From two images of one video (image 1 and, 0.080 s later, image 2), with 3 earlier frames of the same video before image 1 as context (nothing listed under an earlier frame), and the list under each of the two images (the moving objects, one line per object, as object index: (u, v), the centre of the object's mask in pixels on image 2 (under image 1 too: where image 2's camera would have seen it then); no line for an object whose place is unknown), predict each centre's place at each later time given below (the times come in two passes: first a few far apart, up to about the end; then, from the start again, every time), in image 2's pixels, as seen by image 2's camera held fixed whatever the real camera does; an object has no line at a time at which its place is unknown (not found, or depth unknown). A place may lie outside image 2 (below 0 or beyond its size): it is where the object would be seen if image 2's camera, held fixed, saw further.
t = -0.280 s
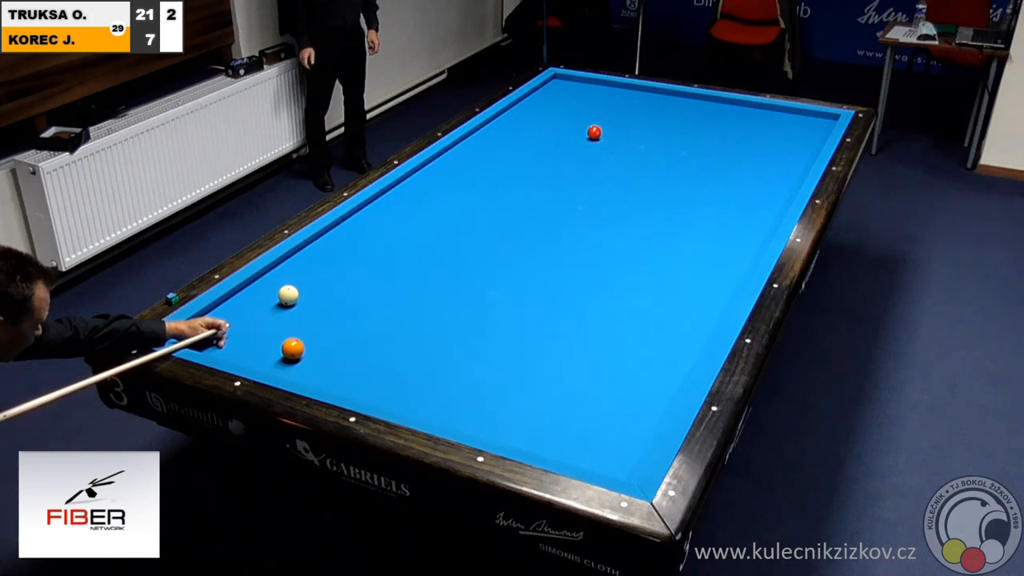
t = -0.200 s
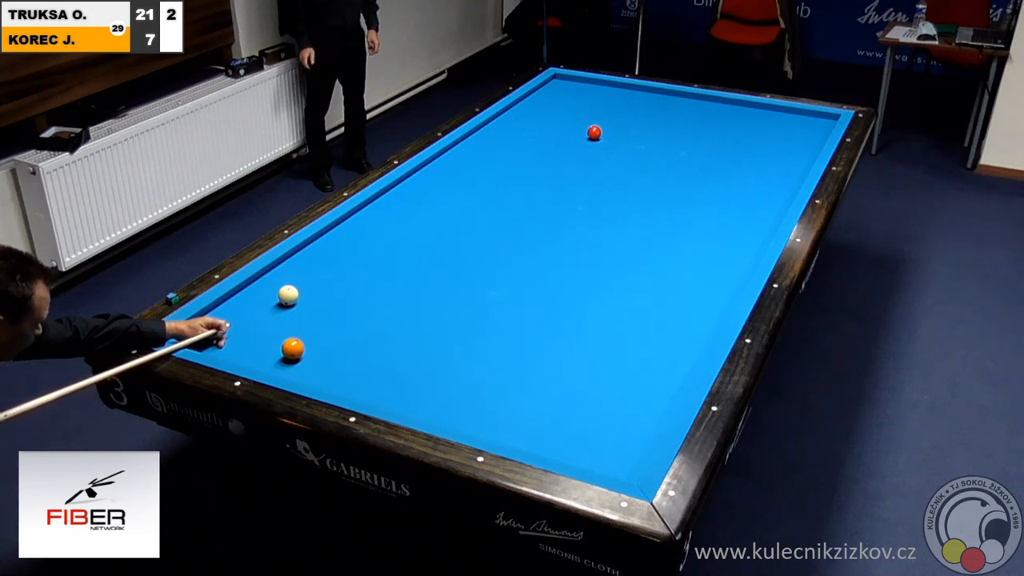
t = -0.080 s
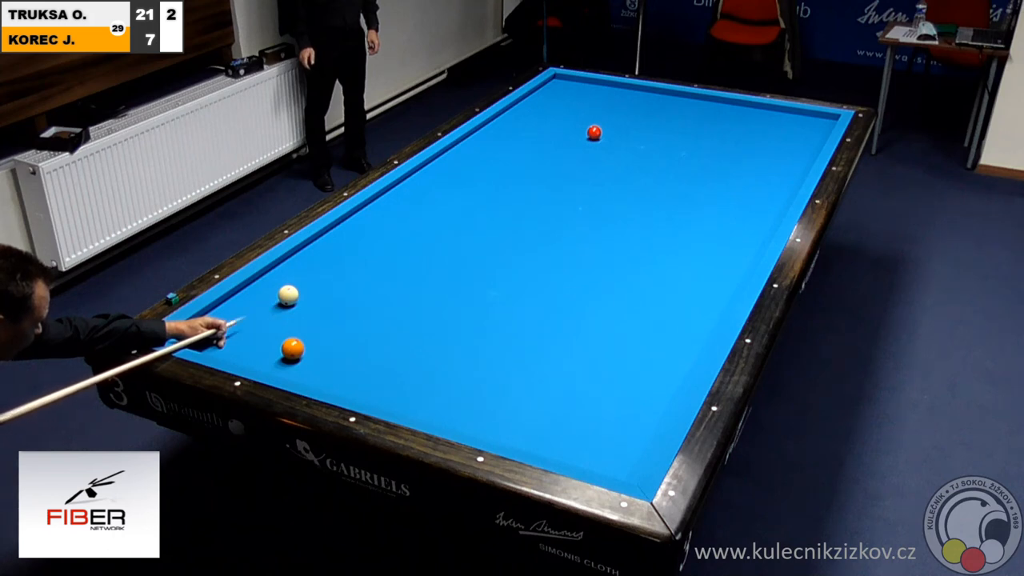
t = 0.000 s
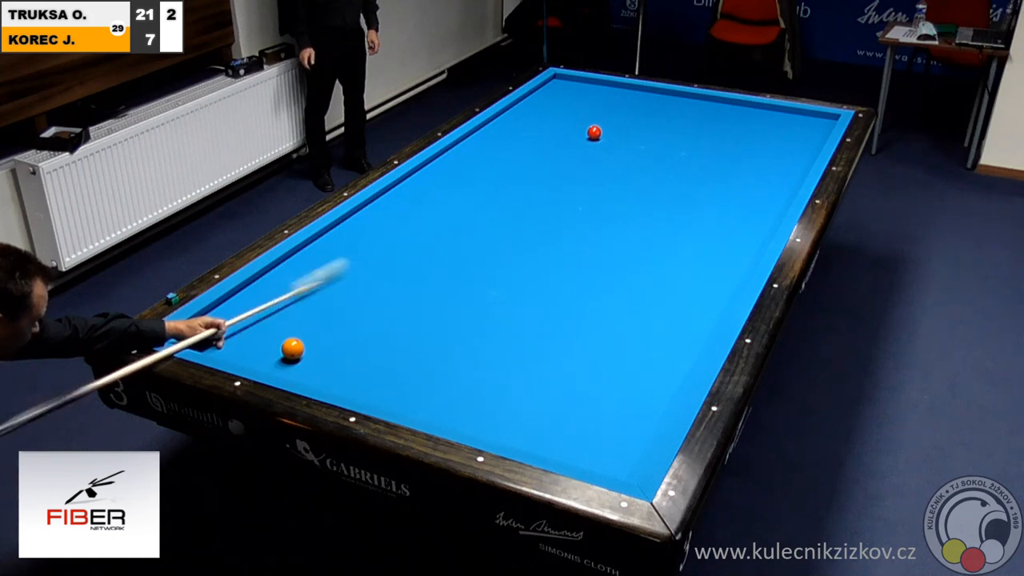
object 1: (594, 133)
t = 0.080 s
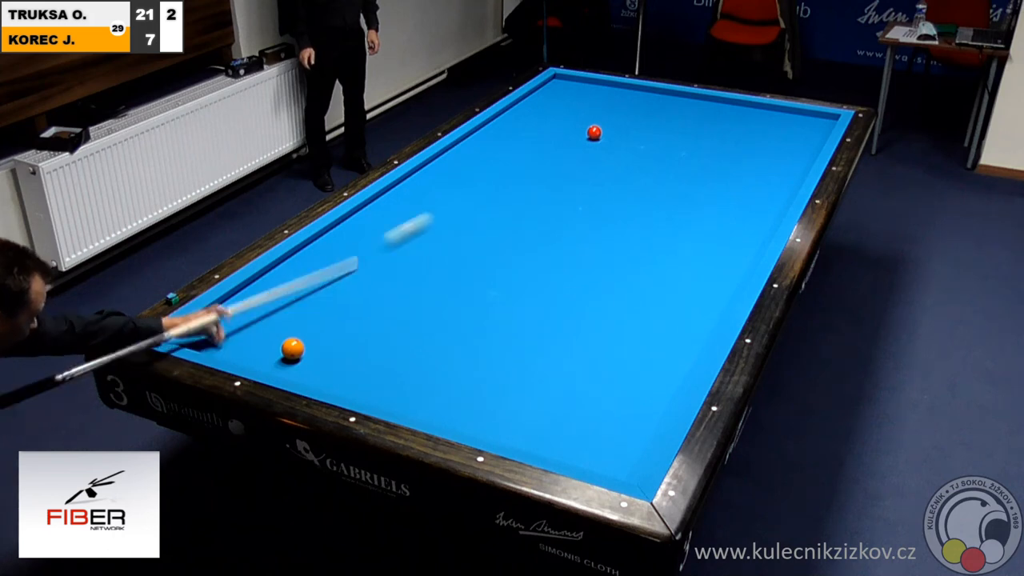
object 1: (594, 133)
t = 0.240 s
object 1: (594, 133)
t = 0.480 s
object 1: (713, 101)
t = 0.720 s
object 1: (733, 148)
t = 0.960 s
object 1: (747, 205)
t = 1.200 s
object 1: (739, 263)
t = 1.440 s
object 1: (671, 316)
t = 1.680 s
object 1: (591, 381)
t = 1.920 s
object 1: (512, 423)
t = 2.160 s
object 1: (499, 353)
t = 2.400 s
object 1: (483, 304)
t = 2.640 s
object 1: (470, 263)
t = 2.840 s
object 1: (460, 233)
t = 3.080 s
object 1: (449, 202)
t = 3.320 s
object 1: (441, 174)
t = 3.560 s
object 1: (453, 155)
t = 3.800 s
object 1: (492, 144)
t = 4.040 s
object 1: (528, 134)
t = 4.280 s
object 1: (562, 124)
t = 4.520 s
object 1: (594, 115)
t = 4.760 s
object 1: (623, 107)
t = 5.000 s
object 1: (652, 99)
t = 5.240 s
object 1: (676, 94)
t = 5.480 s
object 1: (690, 102)
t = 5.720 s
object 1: (704, 111)
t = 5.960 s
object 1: (719, 120)
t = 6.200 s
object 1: (733, 129)
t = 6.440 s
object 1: (749, 139)
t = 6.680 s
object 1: (767, 150)
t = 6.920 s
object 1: (783, 160)
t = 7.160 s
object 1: (801, 171)
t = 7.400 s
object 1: (787, 175)
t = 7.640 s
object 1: (772, 179)
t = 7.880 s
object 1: (757, 182)
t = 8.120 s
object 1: (742, 186)
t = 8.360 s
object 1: (728, 189)
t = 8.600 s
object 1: (714, 192)
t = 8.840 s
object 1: (700, 195)
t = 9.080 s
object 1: (686, 199)
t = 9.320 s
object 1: (673, 202)
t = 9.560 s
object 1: (661, 205)
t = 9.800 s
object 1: (648, 207)
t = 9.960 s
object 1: (640, 209)
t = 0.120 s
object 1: (594, 133)
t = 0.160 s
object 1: (594, 133)
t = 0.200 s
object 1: (594, 133)
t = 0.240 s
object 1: (594, 133)
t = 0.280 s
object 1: (594, 133)
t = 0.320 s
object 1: (605, 130)
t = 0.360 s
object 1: (635, 122)
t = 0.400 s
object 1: (662, 114)
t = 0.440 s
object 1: (688, 108)
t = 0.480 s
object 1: (713, 101)
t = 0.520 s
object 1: (723, 104)
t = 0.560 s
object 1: (725, 113)
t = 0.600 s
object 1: (727, 121)
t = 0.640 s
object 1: (729, 130)
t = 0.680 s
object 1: (731, 139)
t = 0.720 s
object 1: (733, 148)
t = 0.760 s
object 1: (735, 157)
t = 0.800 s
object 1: (737, 167)
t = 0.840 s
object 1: (739, 176)
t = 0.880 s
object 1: (742, 186)
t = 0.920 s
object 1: (744, 196)
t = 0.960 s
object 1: (747, 205)
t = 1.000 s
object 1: (750, 215)
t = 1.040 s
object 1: (752, 225)
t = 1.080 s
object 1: (755, 236)
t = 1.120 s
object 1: (757, 246)
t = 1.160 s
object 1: (750, 256)
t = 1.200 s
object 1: (739, 263)
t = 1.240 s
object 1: (728, 271)
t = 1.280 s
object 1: (717, 279)
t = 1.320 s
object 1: (706, 288)
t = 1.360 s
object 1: (695, 297)
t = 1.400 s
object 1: (683, 307)
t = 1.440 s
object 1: (671, 316)
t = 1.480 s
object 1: (659, 326)
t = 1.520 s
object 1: (646, 336)
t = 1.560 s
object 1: (633, 347)
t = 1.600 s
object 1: (620, 358)
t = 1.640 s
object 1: (605, 370)
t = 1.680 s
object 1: (591, 381)
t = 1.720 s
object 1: (576, 394)
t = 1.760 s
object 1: (560, 406)
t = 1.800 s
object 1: (544, 419)
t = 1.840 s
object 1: (527, 433)
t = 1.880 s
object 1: (514, 435)
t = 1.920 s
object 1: (512, 423)
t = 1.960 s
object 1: (511, 409)
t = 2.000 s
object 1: (509, 395)
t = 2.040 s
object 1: (507, 383)
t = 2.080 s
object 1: (505, 372)
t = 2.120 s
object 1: (502, 362)
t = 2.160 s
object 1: (499, 353)
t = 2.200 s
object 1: (497, 344)
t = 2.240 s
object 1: (494, 336)
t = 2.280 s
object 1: (491, 327)
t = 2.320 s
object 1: (488, 319)
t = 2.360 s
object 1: (486, 312)
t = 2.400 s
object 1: (483, 304)
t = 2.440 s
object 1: (481, 297)
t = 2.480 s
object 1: (479, 289)
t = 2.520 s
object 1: (476, 282)
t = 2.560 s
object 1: (474, 275)
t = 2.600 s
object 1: (472, 269)
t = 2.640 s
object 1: (470, 263)
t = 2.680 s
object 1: (468, 256)
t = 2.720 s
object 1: (466, 250)
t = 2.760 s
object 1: (463, 244)
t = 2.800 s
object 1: (462, 239)
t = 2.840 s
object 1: (460, 233)
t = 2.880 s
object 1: (458, 227)
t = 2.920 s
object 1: (456, 222)
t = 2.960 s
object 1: (455, 217)
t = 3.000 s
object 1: (453, 212)
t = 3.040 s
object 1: (451, 207)
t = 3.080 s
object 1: (449, 202)
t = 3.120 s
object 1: (448, 197)
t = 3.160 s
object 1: (446, 192)
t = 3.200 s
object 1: (445, 188)
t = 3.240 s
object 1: (444, 183)
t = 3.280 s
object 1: (442, 178)
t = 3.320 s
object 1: (441, 174)
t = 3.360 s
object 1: (439, 170)
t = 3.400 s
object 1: (438, 166)
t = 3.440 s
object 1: (437, 162)
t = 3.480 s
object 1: (438, 159)
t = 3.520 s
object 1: (446, 157)
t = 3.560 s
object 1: (453, 155)
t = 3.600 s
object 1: (459, 153)
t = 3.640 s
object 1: (466, 151)
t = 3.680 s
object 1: (473, 149)
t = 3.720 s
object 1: (479, 148)
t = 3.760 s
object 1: (485, 146)
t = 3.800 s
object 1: (492, 144)
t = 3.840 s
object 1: (498, 142)
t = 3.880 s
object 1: (504, 141)
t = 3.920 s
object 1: (510, 139)
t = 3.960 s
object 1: (516, 137)
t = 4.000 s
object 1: (522, 136)
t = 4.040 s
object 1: (528, 134)
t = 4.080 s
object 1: (534, 132)
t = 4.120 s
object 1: (540, 131)
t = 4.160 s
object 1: (545, 129)
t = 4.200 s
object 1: (551, 128)
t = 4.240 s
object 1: (556, 126)
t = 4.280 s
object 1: (562, 124)
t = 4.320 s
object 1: (567, 123)
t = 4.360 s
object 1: (573, 121)
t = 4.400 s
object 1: (578, 120)
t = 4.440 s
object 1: (583, 119)
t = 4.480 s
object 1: (588, 117)
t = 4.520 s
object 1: (594, 115)
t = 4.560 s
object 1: (599, 114)
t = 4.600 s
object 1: (604, 113)
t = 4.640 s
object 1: (609, 111)
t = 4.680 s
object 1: (613, 110)
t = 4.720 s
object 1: (619, 108)
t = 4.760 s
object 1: (623, 107)
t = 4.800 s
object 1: (628, 106)
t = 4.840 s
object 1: (633, 104)
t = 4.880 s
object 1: (638, 103)
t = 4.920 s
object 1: (642, 102)
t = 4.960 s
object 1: (647, 100)
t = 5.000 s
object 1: (652, 99)
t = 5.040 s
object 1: (656, 98)
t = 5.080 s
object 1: (660, 96)
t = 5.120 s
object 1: (665, 95)
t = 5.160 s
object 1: (669, 94)
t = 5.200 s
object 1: (673, 93)
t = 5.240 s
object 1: (676, 94)
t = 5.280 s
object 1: (678, 95)
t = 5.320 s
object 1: (680, 97)
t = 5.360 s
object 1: (683, 98)
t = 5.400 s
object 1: (685, 100)
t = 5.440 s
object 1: (687, 101)
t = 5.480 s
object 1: (690, 102)
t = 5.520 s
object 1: (692, 104)
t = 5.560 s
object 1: (694, 105)
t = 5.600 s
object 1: (697, 107)
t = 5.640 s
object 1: (699, 108)
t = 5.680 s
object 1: (702, 110)
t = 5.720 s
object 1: (704, 111)
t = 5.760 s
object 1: (706, 113)
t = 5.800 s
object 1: (709, 114)
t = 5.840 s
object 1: (711, 116)
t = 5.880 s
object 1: (714, 117)
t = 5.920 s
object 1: (716, 119)
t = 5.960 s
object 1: (719, 120)
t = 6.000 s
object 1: (721, 122)
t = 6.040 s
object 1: (724, 123)
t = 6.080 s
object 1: (726, 125)
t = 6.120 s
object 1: (728, 126)
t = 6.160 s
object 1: (731, 128)
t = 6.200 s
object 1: (733, 129)
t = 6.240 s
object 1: (736, 131)
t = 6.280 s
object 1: (739, 133)
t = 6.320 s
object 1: (741, 134)
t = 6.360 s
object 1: (744, 136)
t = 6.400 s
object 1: (746, 137)
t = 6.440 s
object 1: (749, 139)
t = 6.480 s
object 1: (751, 140)
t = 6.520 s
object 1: (757, 143)
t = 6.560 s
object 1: (759, 145)
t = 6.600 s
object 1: (762, 147)
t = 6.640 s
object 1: (764, 148)
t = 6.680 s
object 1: (767, 150)
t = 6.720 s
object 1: (770, 152)
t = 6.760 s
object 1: (773, 153)
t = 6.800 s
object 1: (775, 155)
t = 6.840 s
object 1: (778, 157)
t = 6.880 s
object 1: (780, 158)
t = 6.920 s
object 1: (783, 160)
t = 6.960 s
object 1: (786, 161)
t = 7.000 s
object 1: (788, 163)
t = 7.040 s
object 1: (794, 167)
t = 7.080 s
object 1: (797, 168)
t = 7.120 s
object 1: (799, 170)
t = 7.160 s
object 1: (801, 171)
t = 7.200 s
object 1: (800, 172)
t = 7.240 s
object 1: (797, 173)
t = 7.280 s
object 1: (795, 174)
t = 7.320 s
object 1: (792, 174)
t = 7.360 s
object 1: (790, 175)
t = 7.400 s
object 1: (787, 175)
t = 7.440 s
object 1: (785, 176)
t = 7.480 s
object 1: (782, 177)
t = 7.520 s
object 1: (780, 177)
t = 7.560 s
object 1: (777, 178)
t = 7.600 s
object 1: (775, 178)
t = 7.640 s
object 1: (772, 179)
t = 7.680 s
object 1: (770, 180)
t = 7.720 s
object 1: (767, 180)
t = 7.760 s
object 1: (765, 181)
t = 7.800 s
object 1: (762, 181)
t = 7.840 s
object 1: (760, 182)
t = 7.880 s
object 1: (757, 182)
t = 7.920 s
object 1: (755, 183)
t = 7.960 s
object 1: (752, 183)
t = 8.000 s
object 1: (750, 184)
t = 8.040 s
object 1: (747, 185)
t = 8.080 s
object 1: (745, 185)
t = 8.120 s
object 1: (742, 186)
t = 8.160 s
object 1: (740, 186)
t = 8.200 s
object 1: (738, 187)
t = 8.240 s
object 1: (735, 187)
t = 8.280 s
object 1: (733, 188)
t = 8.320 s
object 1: (731, 188)
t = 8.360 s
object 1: (728, 189)
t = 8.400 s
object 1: (726, 189)
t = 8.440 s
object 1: (723, 190)
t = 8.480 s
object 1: (721, 191)
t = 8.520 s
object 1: (719, 191)
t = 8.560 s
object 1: (716, 192)
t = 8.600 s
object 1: (714, 192)
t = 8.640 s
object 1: (712, 193)
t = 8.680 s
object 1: (709, 193)
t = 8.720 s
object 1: (707, 194)
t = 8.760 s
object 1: (704, 195)
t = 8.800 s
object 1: (702, 195)
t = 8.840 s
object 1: (700, 195)
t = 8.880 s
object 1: (698, 196)
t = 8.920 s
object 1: (695, 197)
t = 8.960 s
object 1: (693, 197)
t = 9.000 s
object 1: (691, 198)
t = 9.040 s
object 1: (688, 198)
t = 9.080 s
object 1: (686, 199)
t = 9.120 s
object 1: (684, 199)
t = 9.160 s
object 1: (682, 200)
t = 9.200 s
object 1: (680, 200)
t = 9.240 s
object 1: (678, 201)
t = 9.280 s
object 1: (675, 201)
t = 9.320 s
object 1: (673, 202)
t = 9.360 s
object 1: (671, 202)
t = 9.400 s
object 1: (669, 203)
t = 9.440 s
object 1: (667, 203)
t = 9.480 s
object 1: (665, 204)
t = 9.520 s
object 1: (663, 204)
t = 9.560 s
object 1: (661, 205)
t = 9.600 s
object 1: (659, 205)
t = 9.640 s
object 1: (657, 205)
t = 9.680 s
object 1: (654, 206)
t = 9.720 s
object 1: (652, 206)
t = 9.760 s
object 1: (650, 207)
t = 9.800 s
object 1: (648, 207)
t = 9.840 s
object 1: (646, 208)
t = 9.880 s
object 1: (644, 208)
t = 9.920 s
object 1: (642, 209)
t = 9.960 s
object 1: (640, 209)
